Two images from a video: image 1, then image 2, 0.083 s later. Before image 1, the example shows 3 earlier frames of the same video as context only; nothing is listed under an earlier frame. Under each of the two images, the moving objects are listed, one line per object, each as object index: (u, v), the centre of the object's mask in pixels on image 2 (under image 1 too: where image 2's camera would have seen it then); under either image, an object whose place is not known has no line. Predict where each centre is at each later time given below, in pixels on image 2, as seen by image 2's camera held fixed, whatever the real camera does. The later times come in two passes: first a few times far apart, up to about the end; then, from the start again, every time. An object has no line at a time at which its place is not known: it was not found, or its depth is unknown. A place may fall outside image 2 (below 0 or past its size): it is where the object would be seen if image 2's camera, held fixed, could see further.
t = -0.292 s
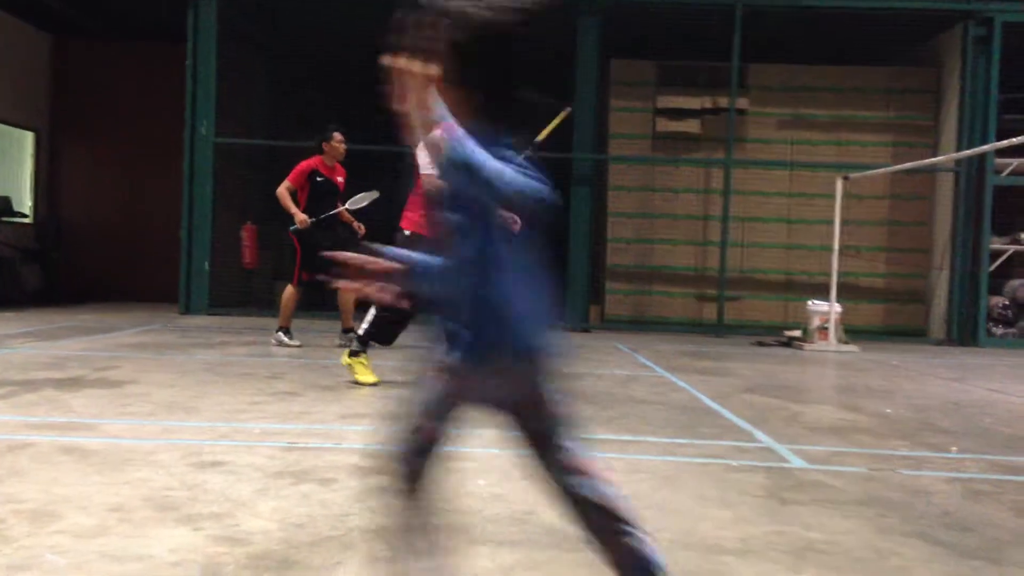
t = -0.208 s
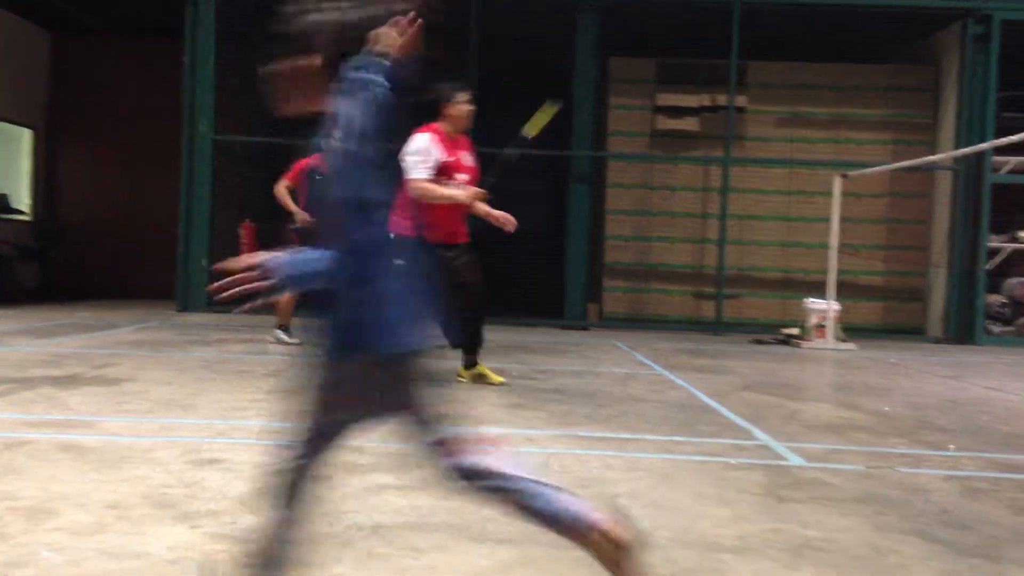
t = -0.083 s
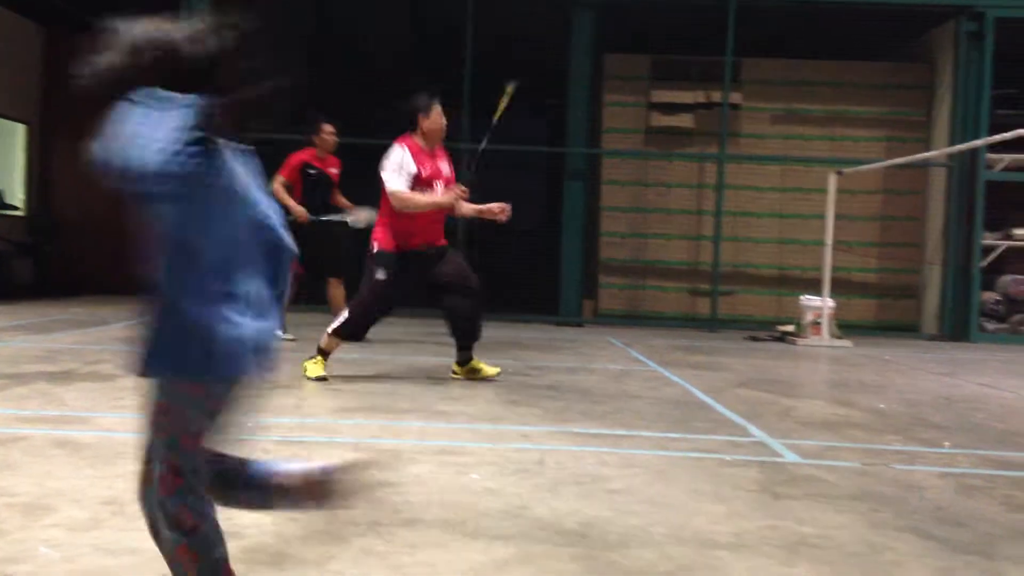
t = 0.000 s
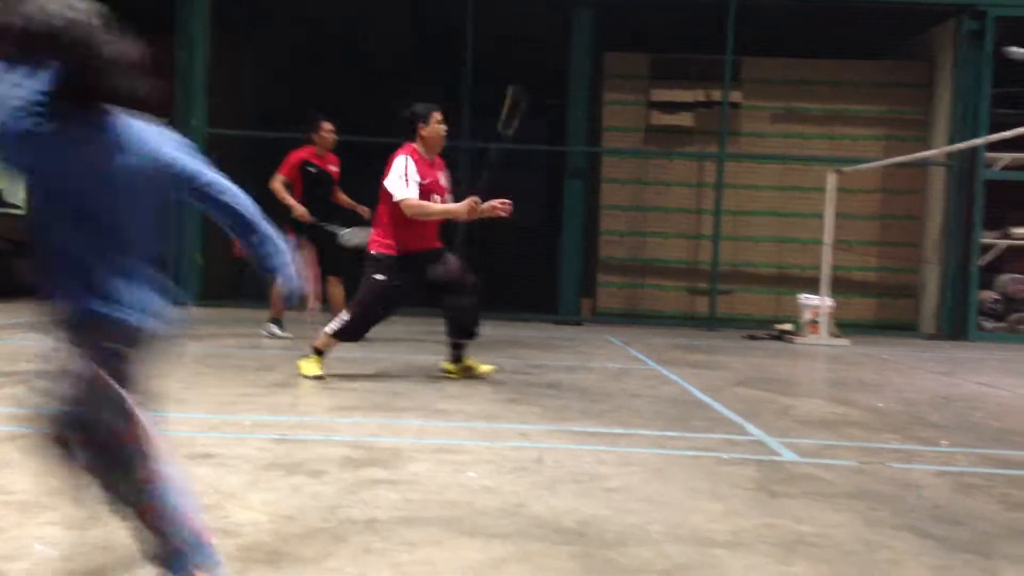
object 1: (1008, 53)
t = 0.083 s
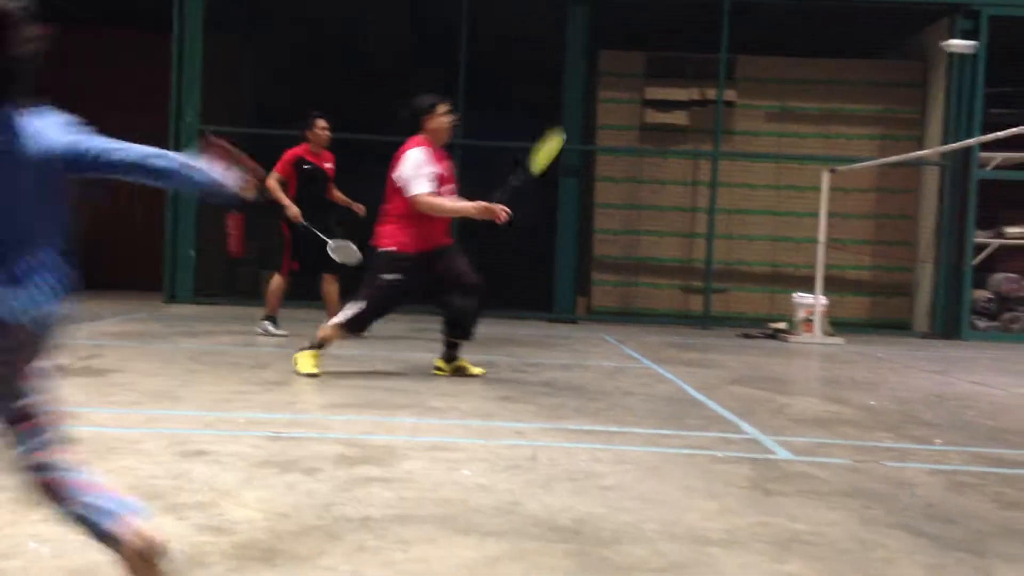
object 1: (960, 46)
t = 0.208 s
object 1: (865, 57)
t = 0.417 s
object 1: (715, 146)
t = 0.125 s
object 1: (927, 47)
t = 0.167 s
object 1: (896, 50)
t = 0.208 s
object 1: (865, 57)
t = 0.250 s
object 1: (835, 68)
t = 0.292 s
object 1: (804, 83)
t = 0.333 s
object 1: (774, 100)
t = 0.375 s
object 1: (744, 121)
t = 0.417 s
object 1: (715, 146)
